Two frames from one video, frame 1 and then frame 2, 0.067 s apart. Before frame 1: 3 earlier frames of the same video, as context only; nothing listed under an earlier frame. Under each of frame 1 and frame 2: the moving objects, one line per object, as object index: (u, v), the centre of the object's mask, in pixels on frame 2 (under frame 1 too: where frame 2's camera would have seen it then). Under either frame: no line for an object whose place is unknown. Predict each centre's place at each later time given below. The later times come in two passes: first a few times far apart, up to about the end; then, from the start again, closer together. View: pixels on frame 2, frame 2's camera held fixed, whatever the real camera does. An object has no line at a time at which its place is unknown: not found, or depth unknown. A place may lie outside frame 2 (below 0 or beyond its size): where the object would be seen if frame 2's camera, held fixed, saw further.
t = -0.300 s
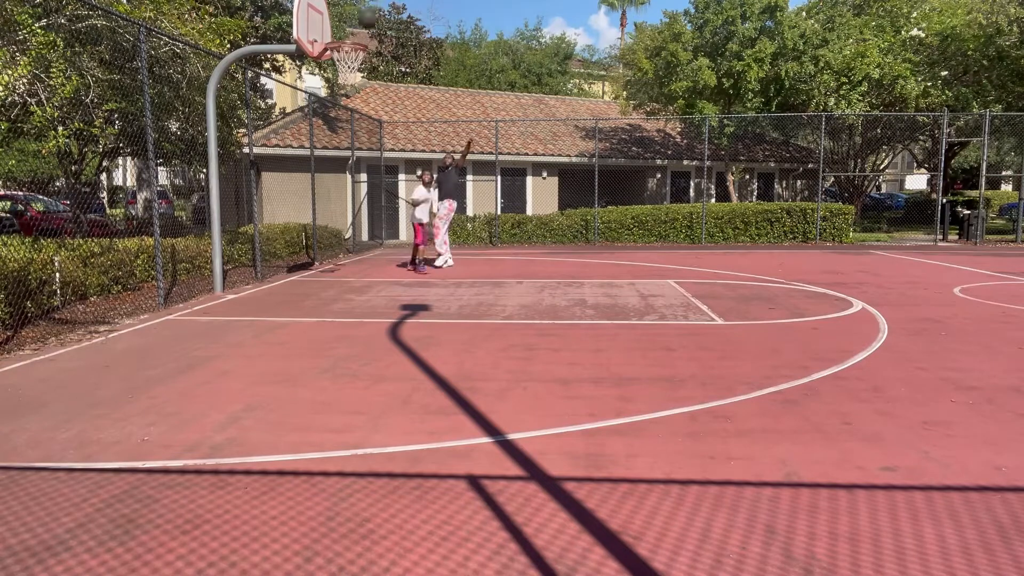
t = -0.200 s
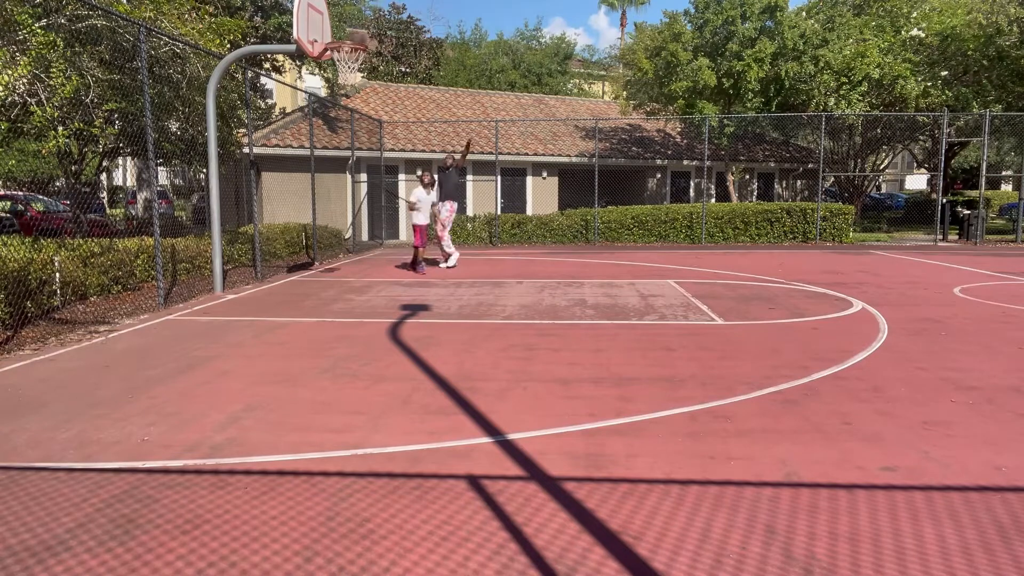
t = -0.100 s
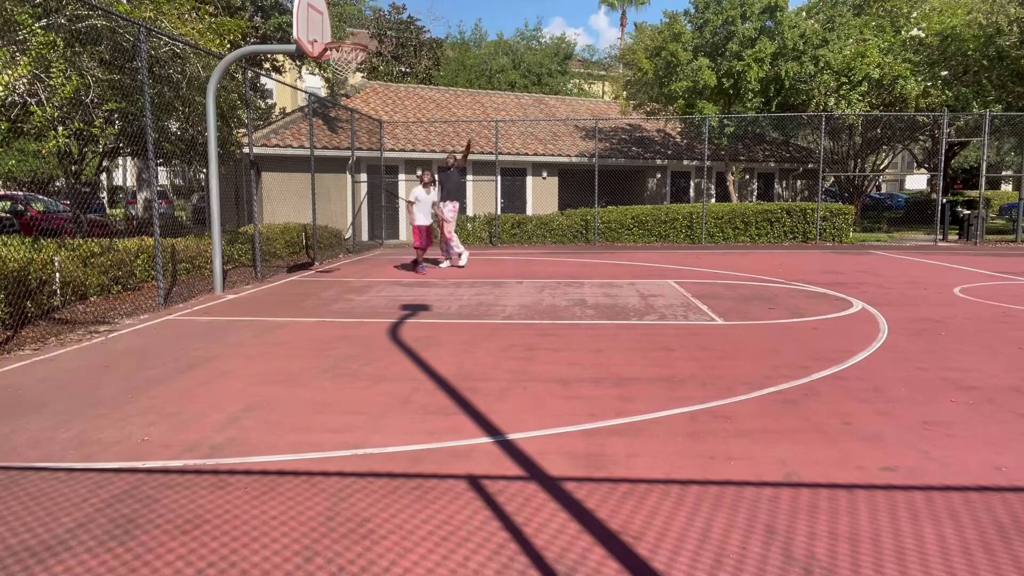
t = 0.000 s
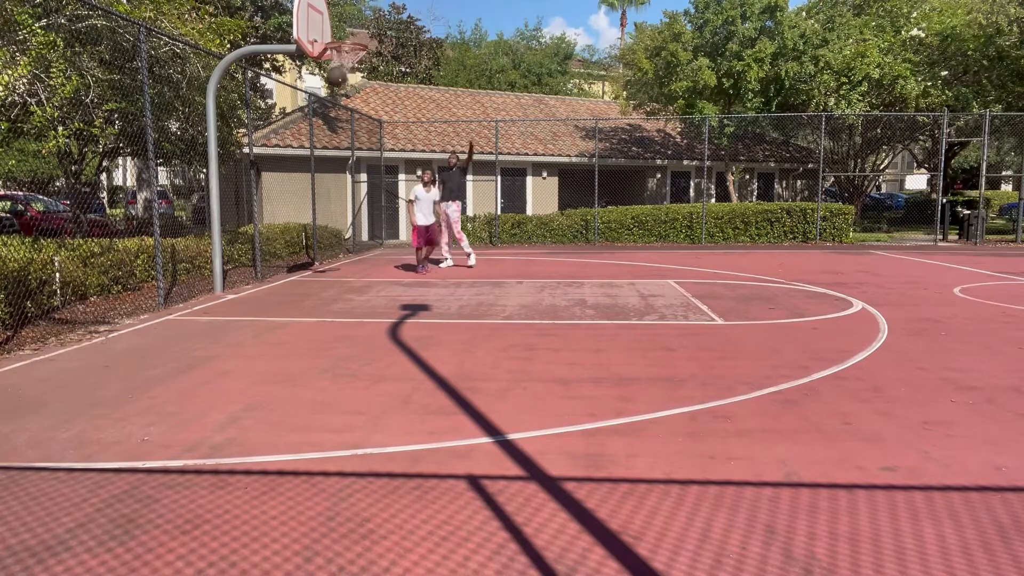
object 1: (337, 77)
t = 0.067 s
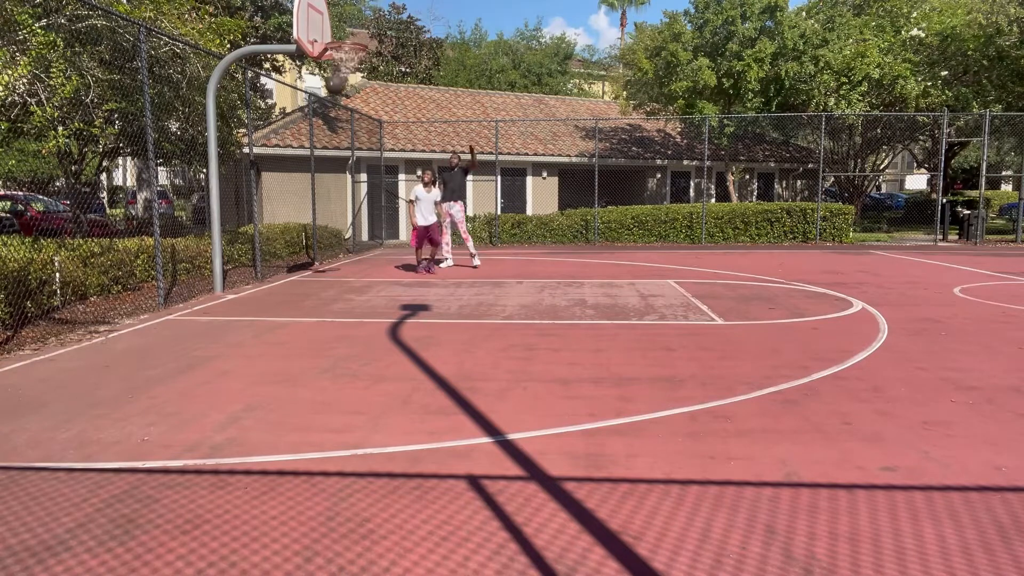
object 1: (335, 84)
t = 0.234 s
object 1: (333, 119)
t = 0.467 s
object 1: (332, 198)
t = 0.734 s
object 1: (336, 249)
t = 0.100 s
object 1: (336, 89)
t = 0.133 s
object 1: (335, 96)
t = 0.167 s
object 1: (334, 103)
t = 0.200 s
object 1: (333, 111)
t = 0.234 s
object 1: (333, 119)
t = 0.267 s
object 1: (333, 128)
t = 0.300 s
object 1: (332, 137)
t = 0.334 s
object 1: (332, 148)
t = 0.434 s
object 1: (332, 185)
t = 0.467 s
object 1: (332, 198)
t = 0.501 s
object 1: (332, 212)
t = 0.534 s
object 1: (332, 227)
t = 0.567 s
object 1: (331, 240)
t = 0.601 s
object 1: (332, 255)
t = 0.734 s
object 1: (336, 249)
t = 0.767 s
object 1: (338, 239)
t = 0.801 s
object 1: (340, 229)
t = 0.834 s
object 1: (342, 220)
